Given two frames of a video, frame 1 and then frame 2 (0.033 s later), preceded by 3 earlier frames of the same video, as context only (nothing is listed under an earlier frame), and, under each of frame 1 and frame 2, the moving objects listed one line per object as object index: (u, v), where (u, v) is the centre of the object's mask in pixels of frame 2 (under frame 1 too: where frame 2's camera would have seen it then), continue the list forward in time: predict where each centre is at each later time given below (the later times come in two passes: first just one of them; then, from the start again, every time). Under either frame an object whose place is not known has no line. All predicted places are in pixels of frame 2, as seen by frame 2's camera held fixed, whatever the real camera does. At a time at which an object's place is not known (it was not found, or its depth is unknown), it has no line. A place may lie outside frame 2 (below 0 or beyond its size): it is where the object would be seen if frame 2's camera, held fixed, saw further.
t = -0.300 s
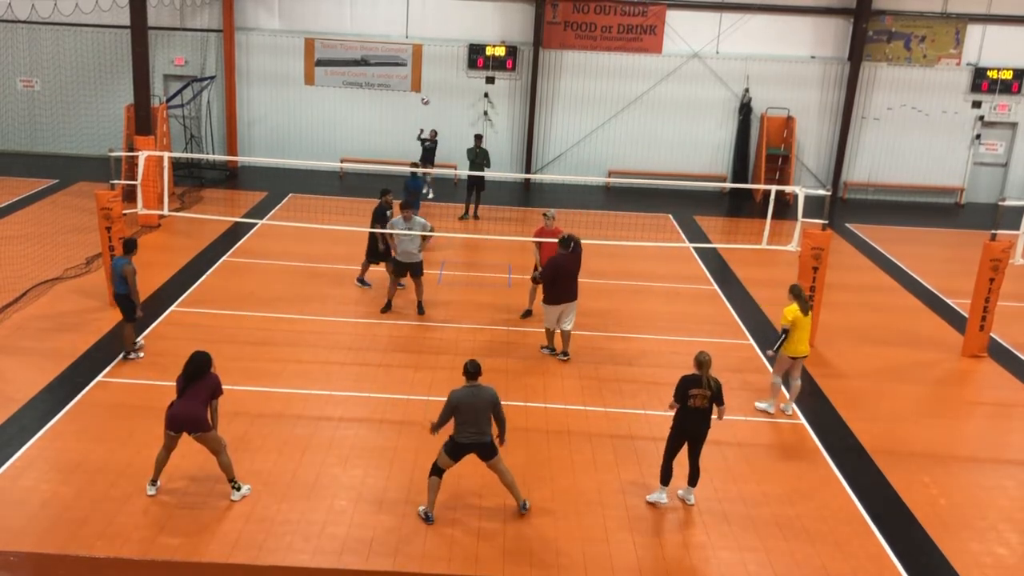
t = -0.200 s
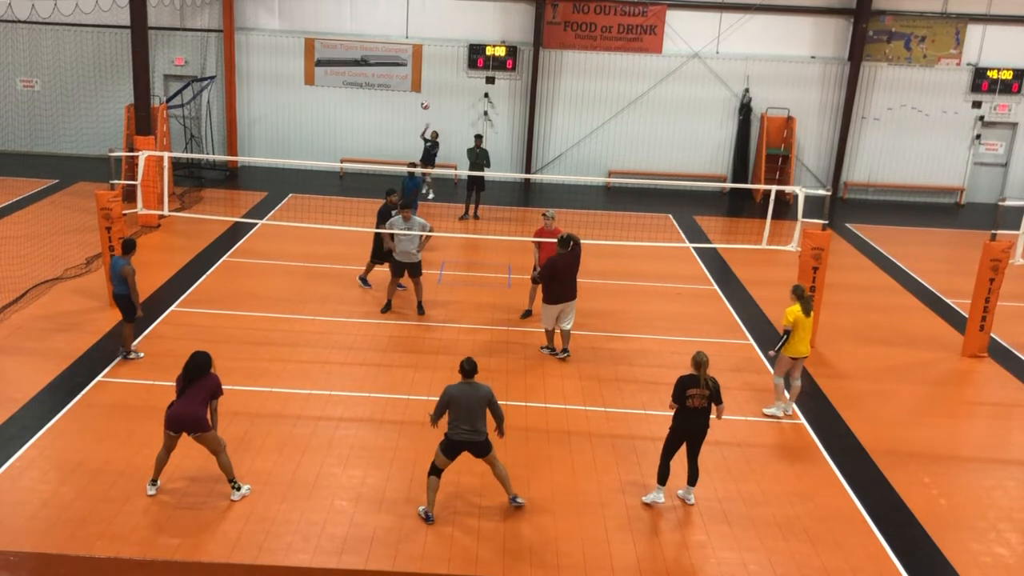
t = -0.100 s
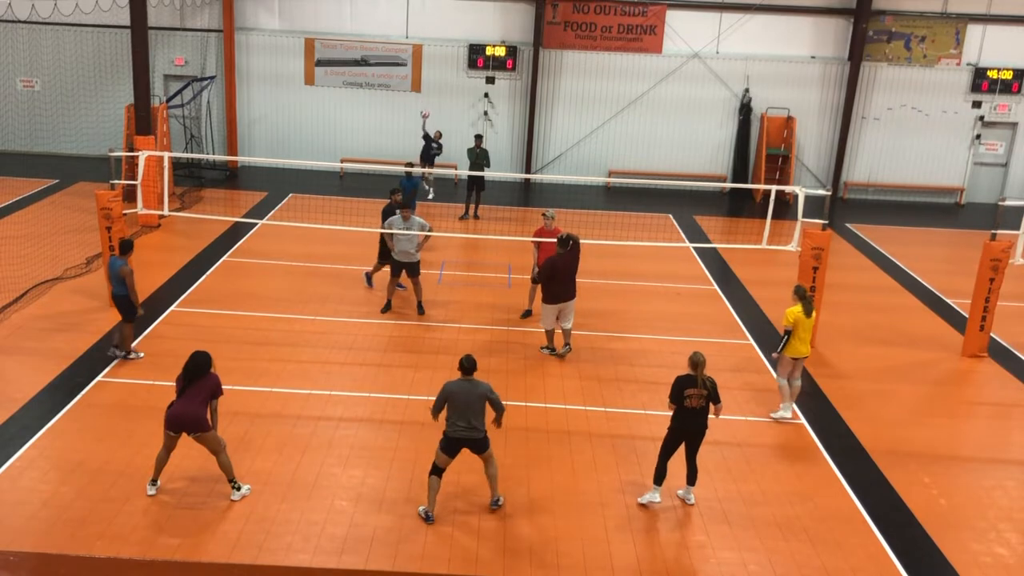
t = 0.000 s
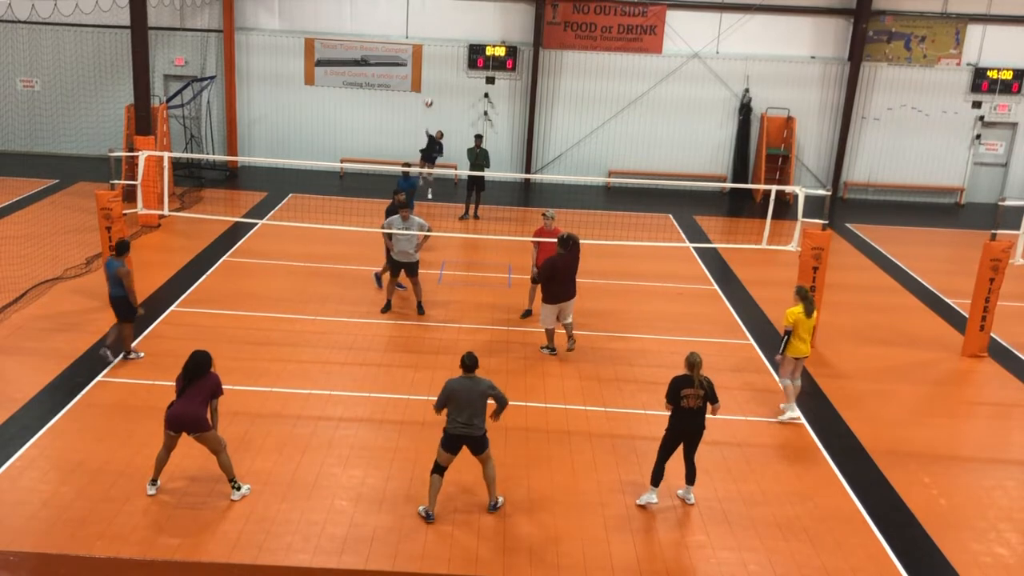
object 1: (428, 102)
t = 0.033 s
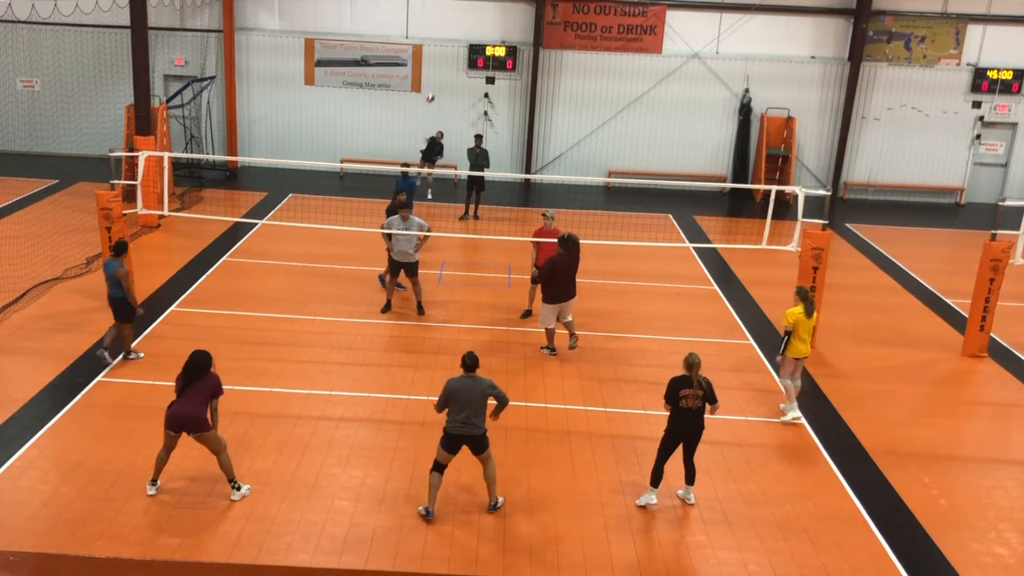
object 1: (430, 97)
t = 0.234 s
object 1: (437, 75)
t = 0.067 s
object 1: (431, 93)
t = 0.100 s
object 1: (433, 88)
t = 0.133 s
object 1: (434, 84)
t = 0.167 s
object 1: (435, 81)
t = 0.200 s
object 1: (436, 77)
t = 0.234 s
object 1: (437, 75)
